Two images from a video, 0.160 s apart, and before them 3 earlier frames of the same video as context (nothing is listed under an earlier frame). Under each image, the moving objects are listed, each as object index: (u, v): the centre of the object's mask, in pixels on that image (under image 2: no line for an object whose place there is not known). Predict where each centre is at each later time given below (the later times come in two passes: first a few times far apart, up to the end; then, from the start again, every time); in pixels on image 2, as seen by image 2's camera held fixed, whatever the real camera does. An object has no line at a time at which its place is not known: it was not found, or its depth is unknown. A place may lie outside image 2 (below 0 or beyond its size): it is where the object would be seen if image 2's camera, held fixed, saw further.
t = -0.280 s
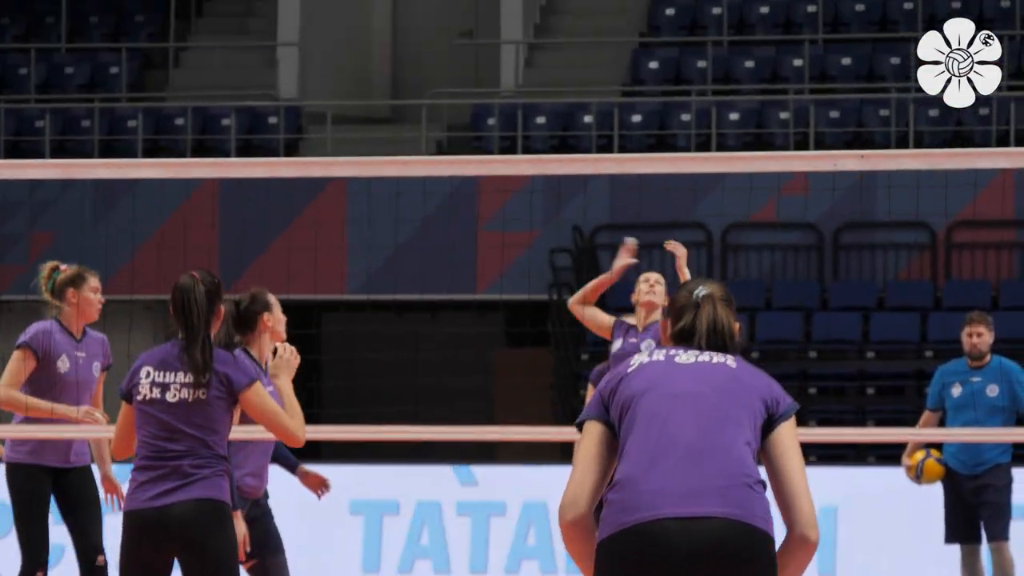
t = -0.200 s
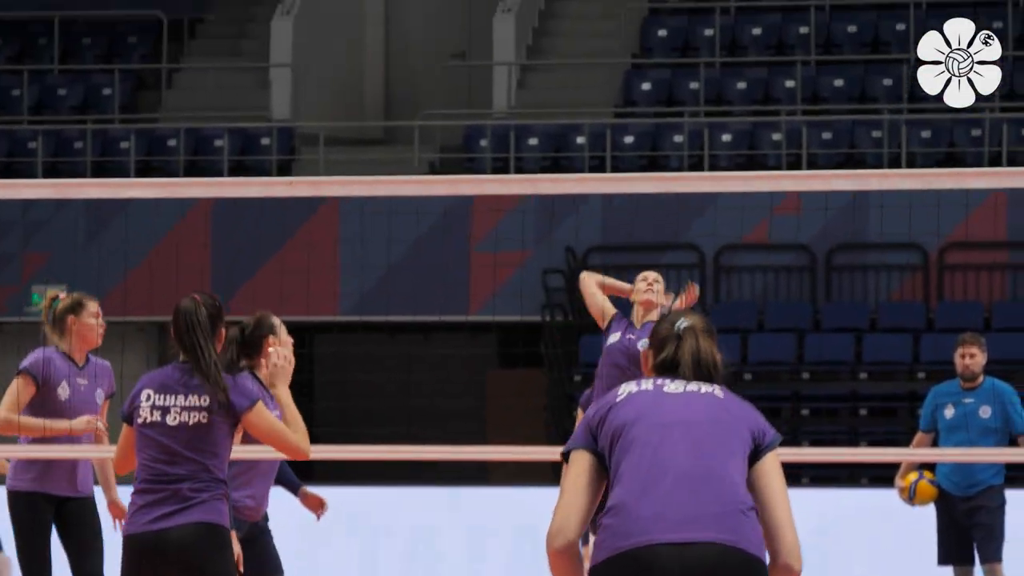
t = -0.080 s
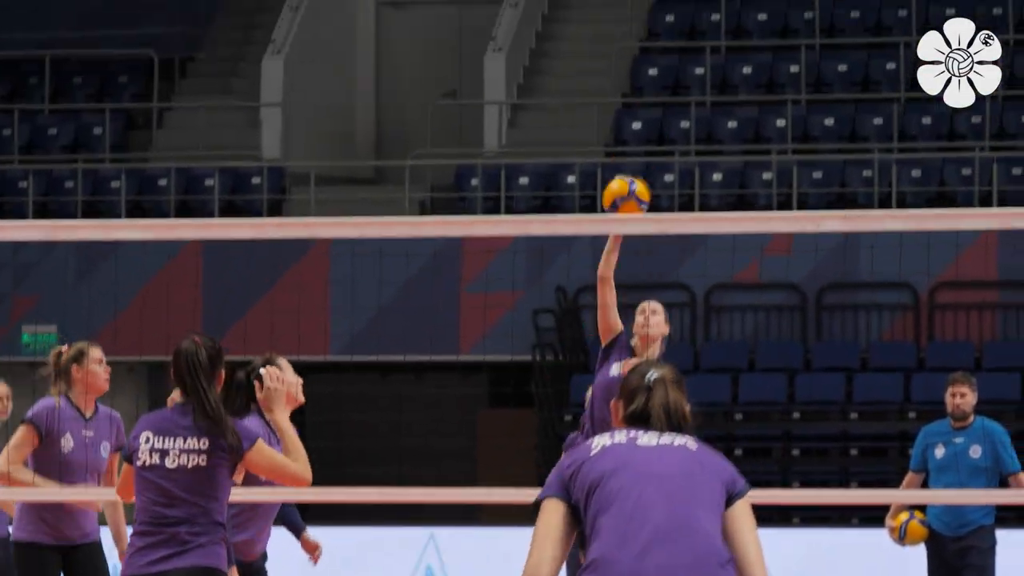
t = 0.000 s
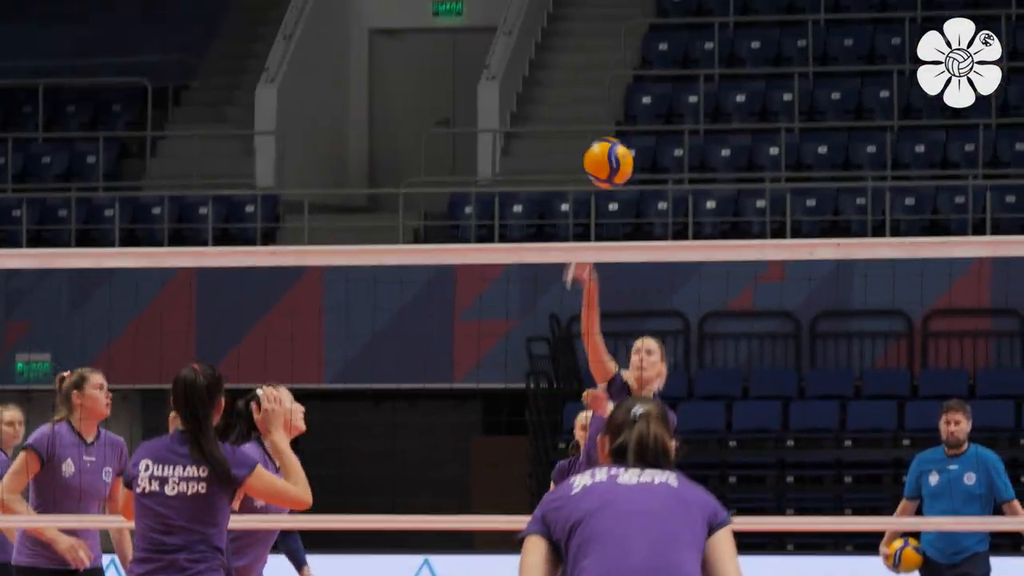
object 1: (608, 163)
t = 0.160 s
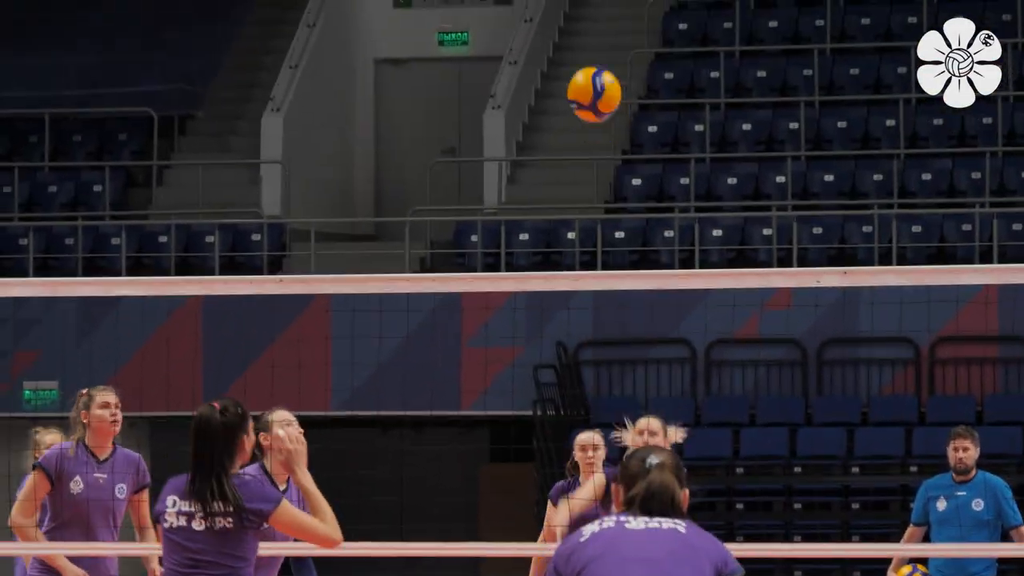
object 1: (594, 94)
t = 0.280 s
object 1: (576, 62)
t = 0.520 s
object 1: (534, 150)
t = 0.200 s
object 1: (588, 78)
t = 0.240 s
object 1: (583, 67)
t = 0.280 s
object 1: (576, 62)
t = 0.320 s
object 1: (570, 61)
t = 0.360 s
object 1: (563, 68)
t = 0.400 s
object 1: (557, 83)
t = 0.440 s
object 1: (550, 100)
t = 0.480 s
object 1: (542, 123)
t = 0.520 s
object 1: (534, 150)
